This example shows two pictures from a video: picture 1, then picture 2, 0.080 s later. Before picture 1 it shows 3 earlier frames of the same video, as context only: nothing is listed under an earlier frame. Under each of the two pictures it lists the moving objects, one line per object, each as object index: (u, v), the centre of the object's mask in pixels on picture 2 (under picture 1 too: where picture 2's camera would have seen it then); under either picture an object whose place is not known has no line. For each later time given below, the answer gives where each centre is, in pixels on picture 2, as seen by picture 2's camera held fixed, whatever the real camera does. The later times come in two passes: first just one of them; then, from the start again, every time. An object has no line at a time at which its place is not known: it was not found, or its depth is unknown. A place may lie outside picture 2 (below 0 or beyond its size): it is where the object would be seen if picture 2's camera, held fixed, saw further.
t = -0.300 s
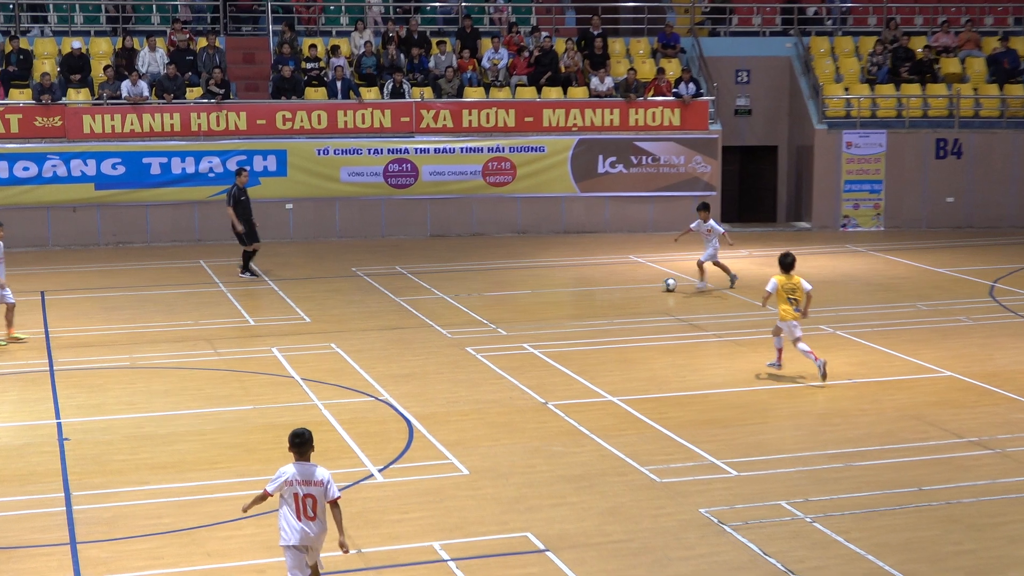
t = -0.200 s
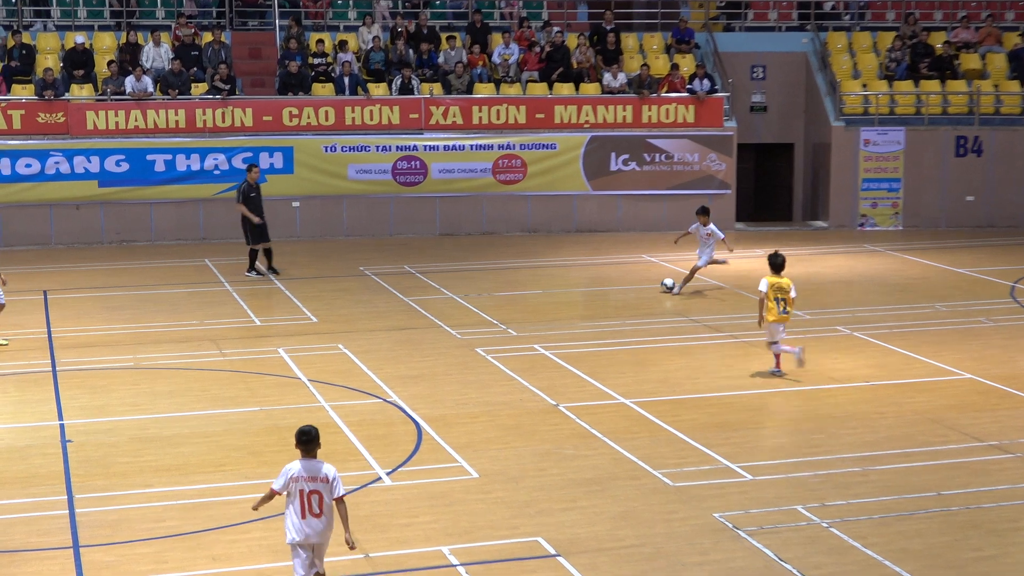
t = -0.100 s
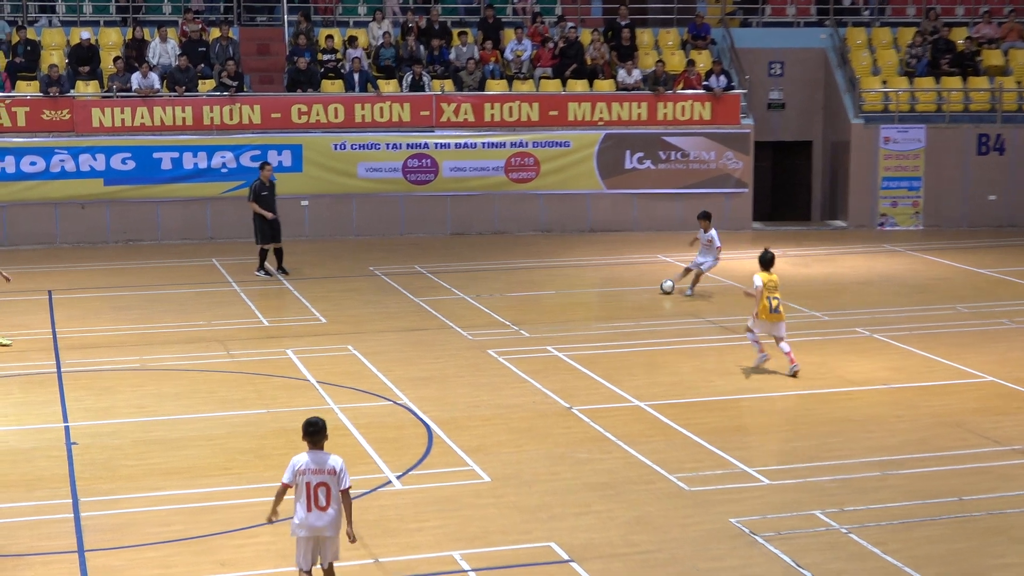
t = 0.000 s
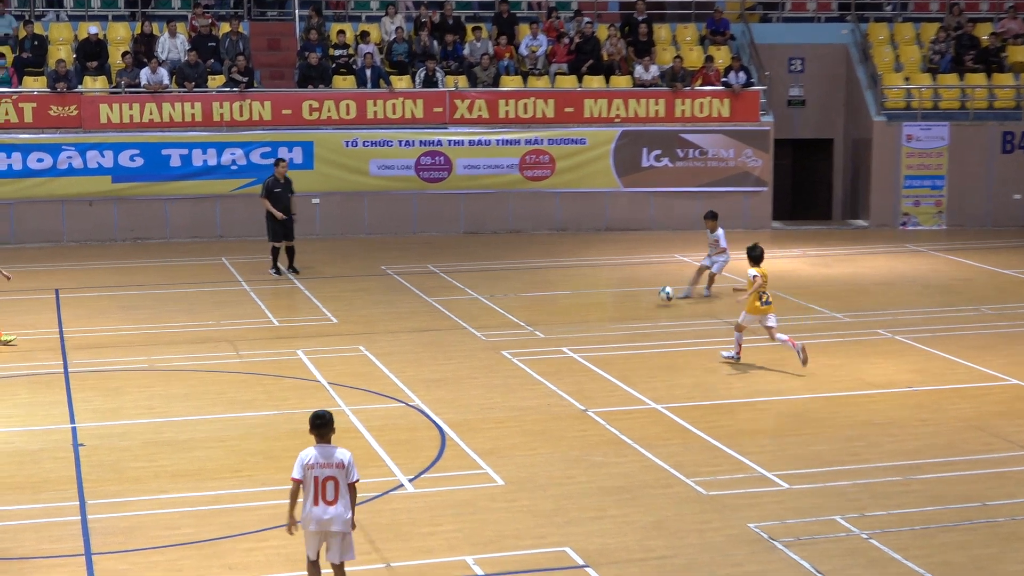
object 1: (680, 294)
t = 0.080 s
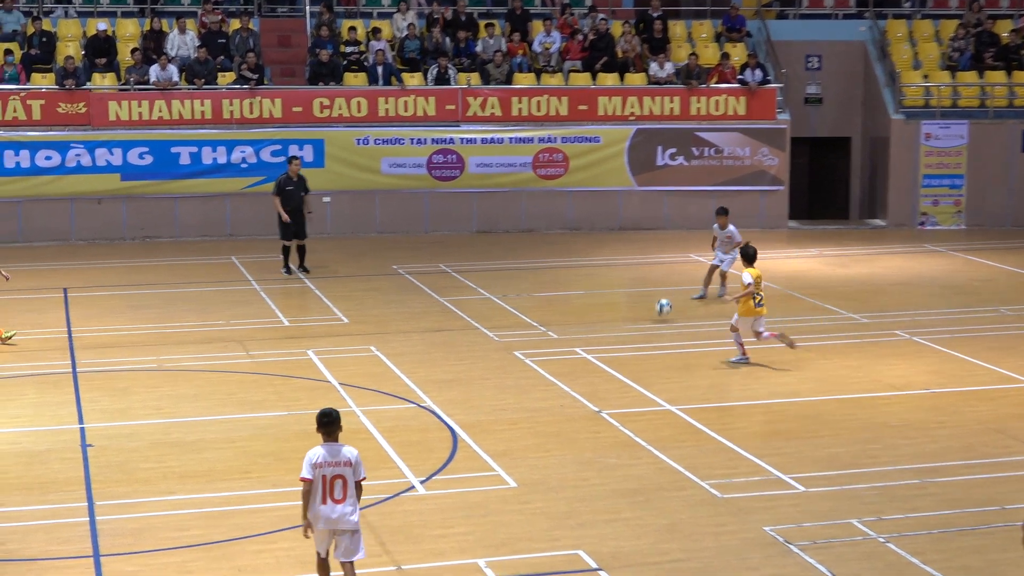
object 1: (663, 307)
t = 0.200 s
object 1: (635, 339)
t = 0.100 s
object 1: (659, 311)
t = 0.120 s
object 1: (654, 315)
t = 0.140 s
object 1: (650, 321)
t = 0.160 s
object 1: (644, 328)
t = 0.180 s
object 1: (640, 334)
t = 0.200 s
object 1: (635, 339)
